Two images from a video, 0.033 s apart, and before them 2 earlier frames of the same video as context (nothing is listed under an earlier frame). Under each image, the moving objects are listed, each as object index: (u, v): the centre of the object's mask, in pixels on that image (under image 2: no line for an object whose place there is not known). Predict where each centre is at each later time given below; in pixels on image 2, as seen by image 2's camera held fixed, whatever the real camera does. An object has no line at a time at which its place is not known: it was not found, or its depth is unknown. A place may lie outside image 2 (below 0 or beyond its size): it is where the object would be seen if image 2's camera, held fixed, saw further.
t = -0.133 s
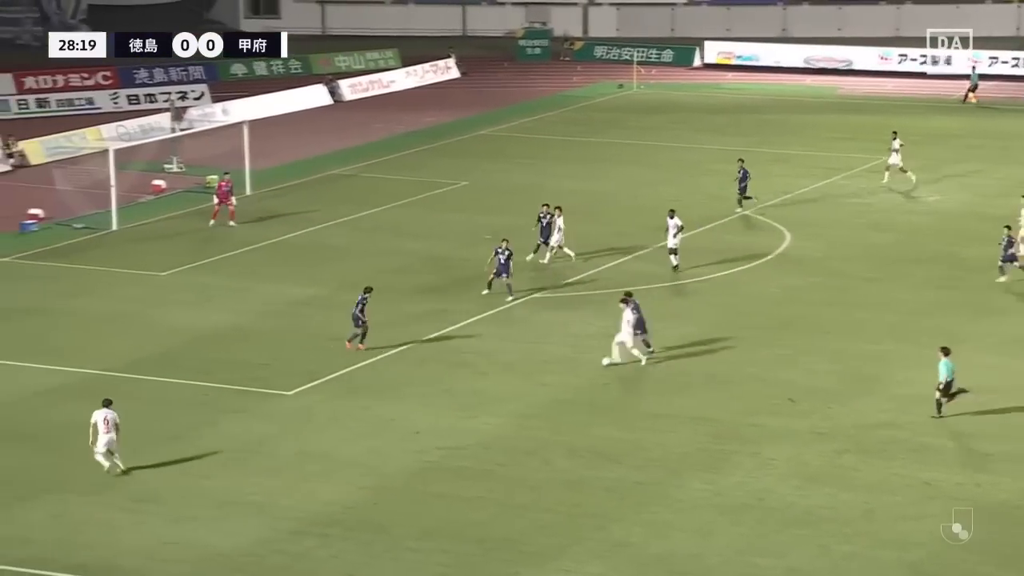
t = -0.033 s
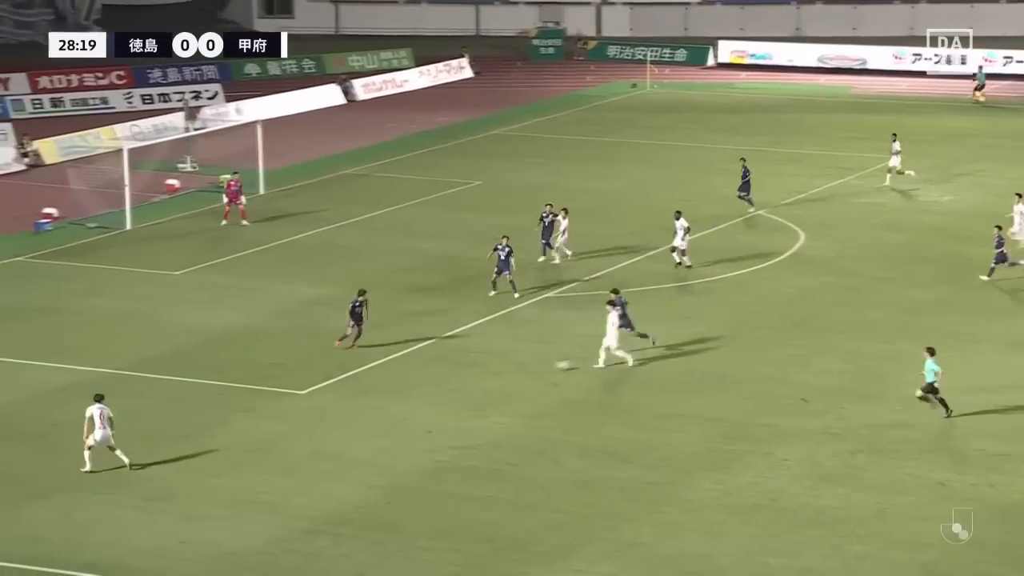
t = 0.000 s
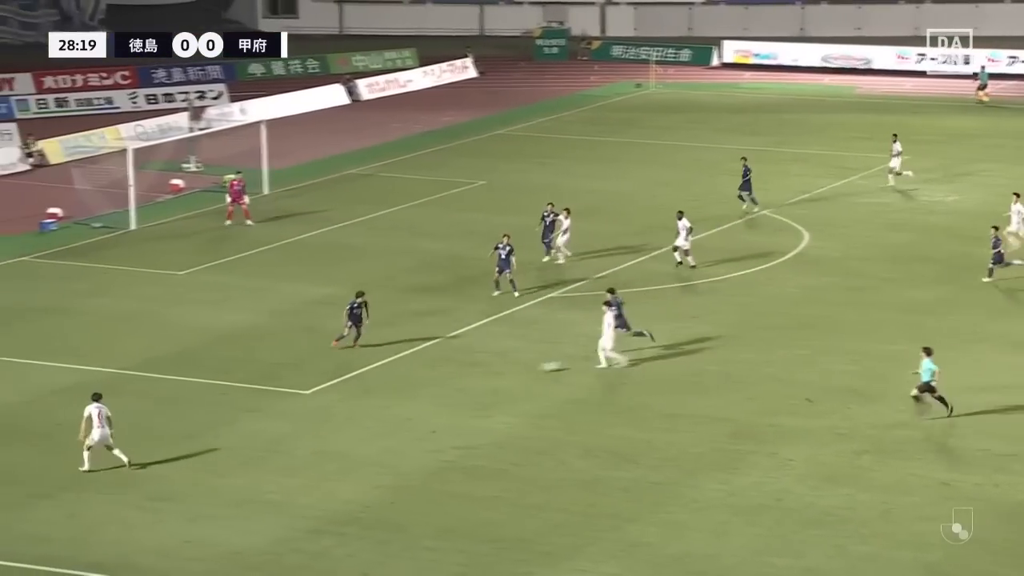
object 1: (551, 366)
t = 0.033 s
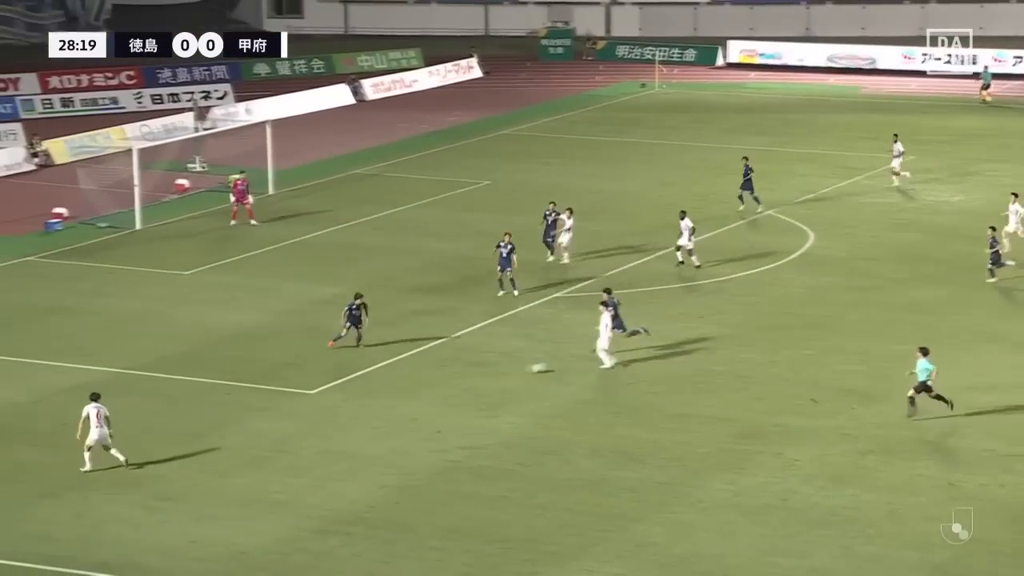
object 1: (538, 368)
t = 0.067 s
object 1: (519, 370)
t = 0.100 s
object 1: (502, 372)
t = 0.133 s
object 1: (486, 373)
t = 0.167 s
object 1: (469, 374)
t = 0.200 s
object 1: (450, 376)
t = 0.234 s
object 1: (433, 378)
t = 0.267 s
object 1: (416, 379)
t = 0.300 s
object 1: (400, 380)
